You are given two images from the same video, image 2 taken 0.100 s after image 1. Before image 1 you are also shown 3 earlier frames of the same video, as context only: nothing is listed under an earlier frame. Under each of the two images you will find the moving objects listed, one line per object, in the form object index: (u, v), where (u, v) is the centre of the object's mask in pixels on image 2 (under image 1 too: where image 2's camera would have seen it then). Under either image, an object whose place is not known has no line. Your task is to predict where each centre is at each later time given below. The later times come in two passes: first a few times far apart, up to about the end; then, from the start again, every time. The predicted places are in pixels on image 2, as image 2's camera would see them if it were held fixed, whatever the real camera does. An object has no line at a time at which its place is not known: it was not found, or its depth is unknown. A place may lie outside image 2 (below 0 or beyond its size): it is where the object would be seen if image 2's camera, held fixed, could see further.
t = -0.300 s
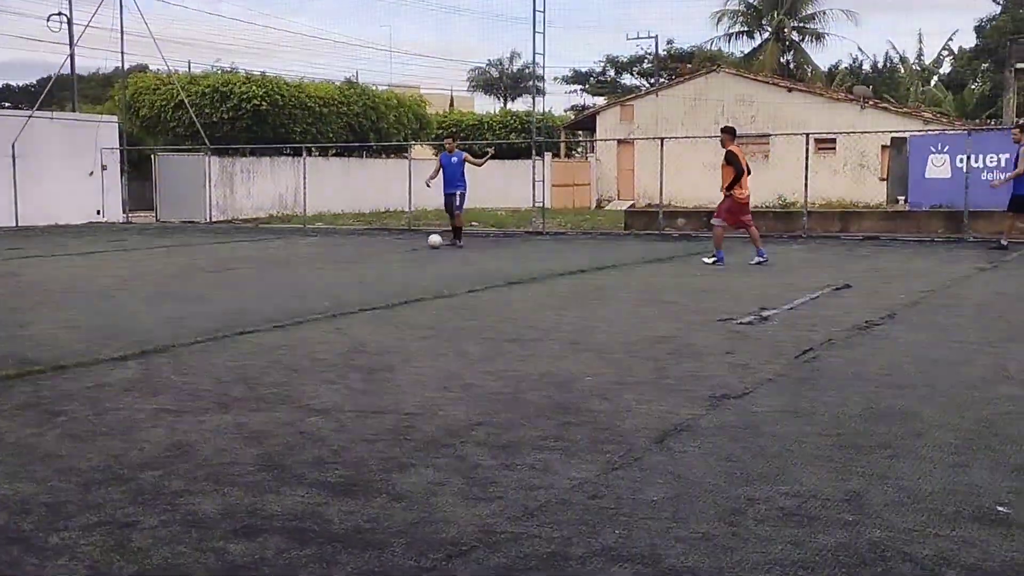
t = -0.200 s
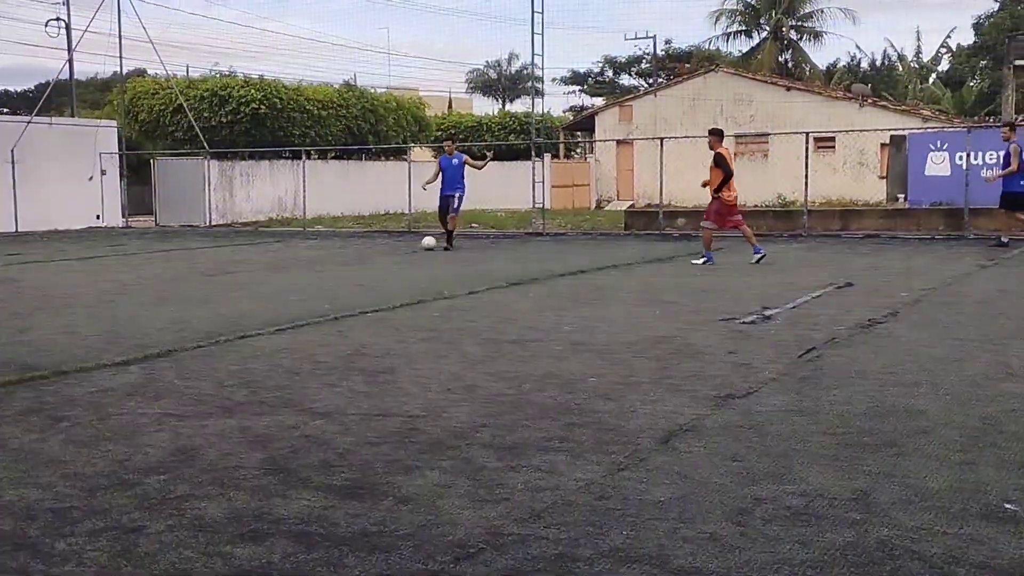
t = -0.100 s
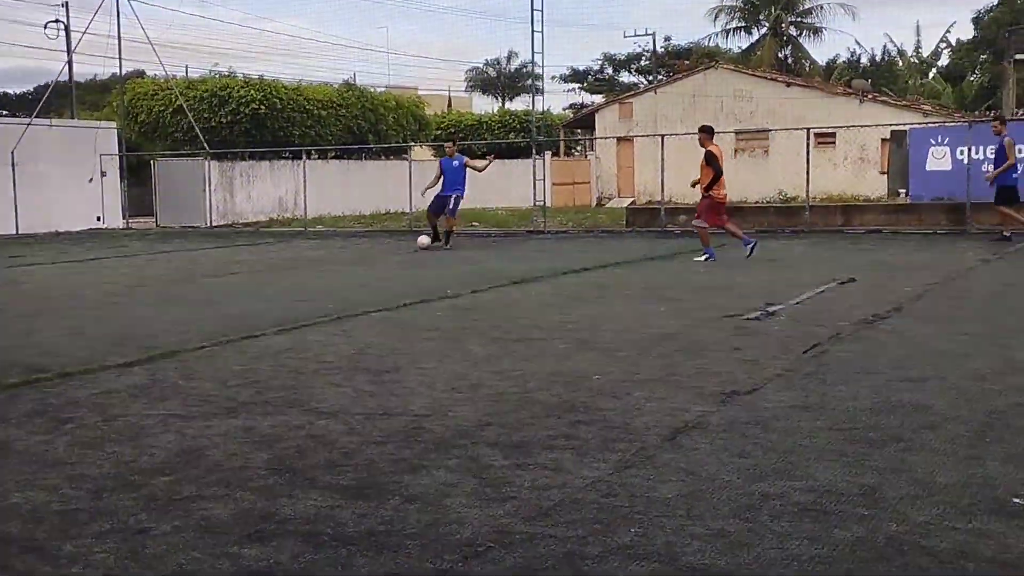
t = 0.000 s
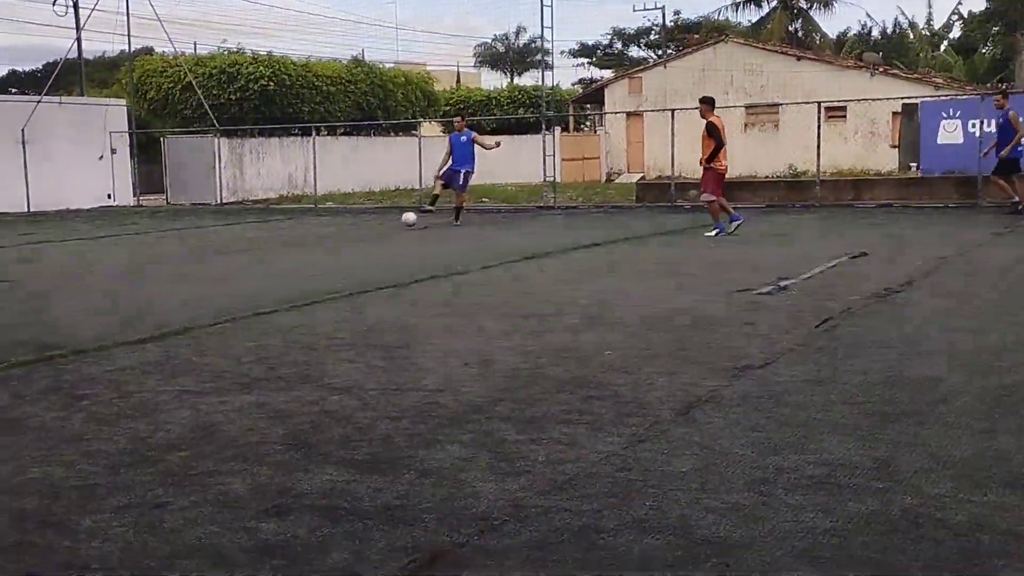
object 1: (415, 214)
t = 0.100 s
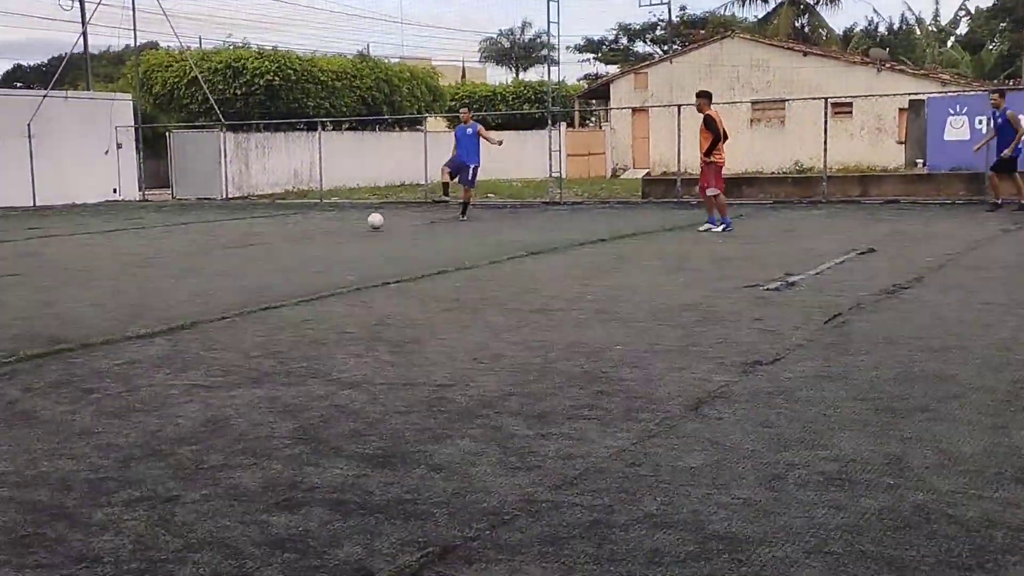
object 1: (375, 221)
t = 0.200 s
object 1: (332, 227)
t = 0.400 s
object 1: (232, 242)
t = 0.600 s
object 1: (110, 260)
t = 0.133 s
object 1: (361, 225)
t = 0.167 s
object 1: (346, 228)
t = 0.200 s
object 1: (332, 227)
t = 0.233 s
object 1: (317, 229)
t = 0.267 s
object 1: (301, 231)
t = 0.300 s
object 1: (284, 235)
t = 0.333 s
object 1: (267, 239)
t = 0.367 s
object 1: (250, 240)
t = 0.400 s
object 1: (232, 242)
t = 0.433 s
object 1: (213, 244)
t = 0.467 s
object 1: (193, 249)
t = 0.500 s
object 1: (172, 254)
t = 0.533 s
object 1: (153, 255)
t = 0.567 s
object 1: (132, 256)
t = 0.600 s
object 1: (110, 260)
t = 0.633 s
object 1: (86, 265)
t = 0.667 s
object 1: (62, 272)
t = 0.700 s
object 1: (38, 274)
